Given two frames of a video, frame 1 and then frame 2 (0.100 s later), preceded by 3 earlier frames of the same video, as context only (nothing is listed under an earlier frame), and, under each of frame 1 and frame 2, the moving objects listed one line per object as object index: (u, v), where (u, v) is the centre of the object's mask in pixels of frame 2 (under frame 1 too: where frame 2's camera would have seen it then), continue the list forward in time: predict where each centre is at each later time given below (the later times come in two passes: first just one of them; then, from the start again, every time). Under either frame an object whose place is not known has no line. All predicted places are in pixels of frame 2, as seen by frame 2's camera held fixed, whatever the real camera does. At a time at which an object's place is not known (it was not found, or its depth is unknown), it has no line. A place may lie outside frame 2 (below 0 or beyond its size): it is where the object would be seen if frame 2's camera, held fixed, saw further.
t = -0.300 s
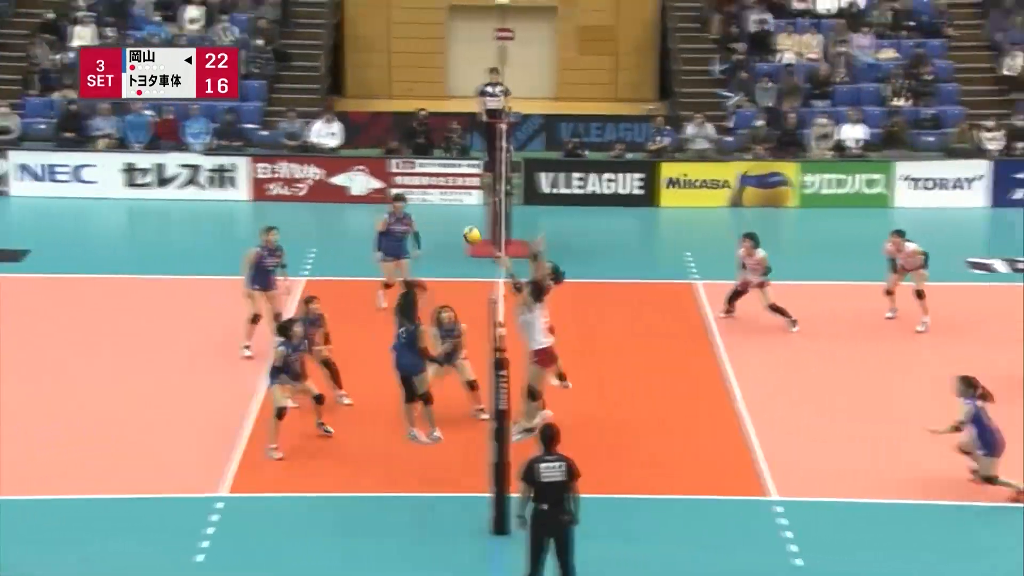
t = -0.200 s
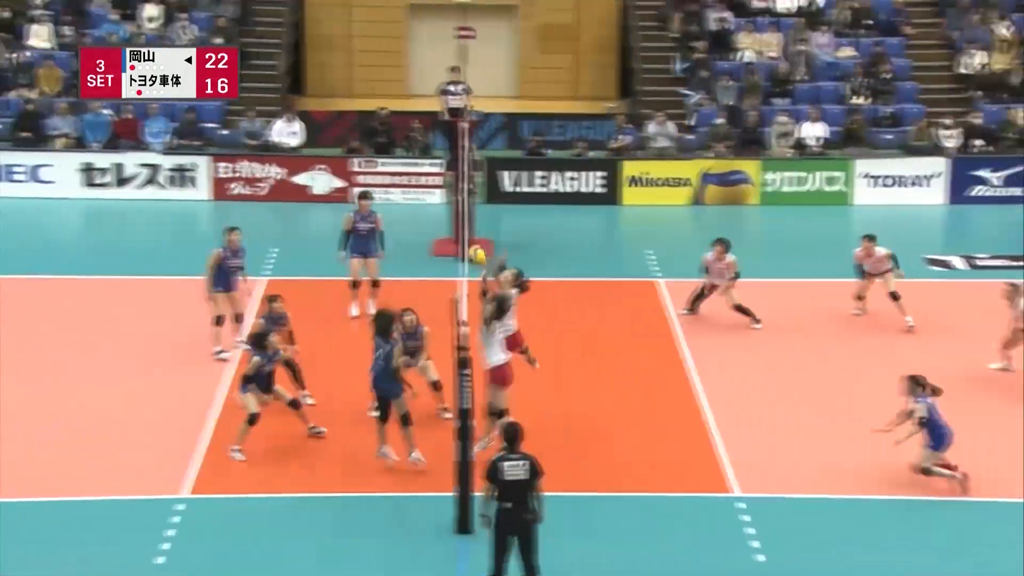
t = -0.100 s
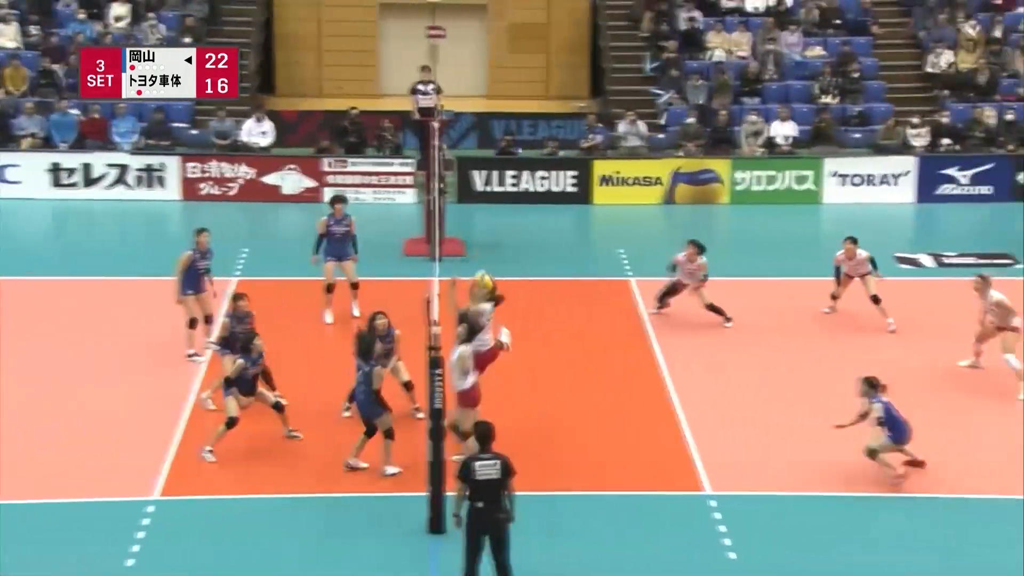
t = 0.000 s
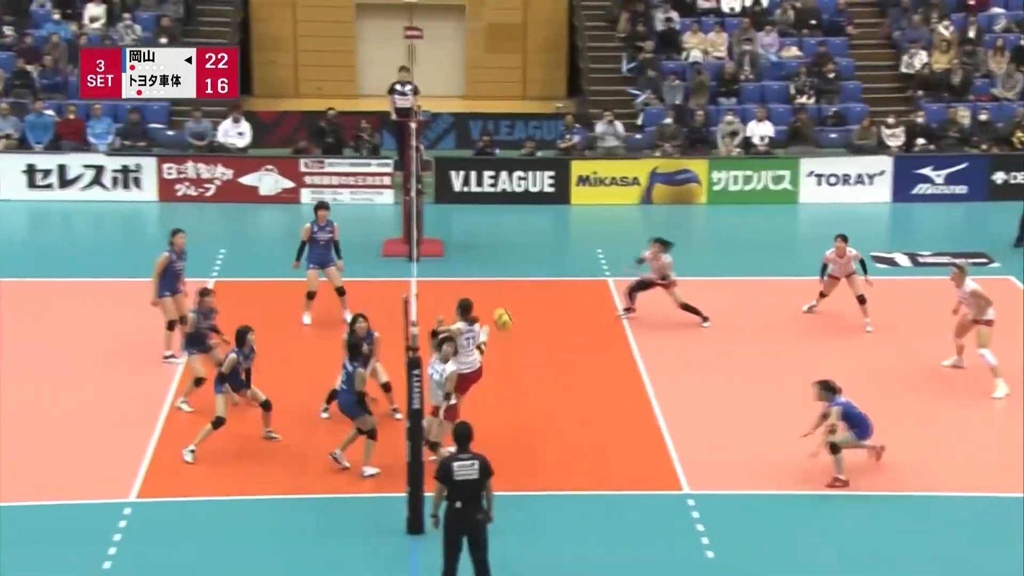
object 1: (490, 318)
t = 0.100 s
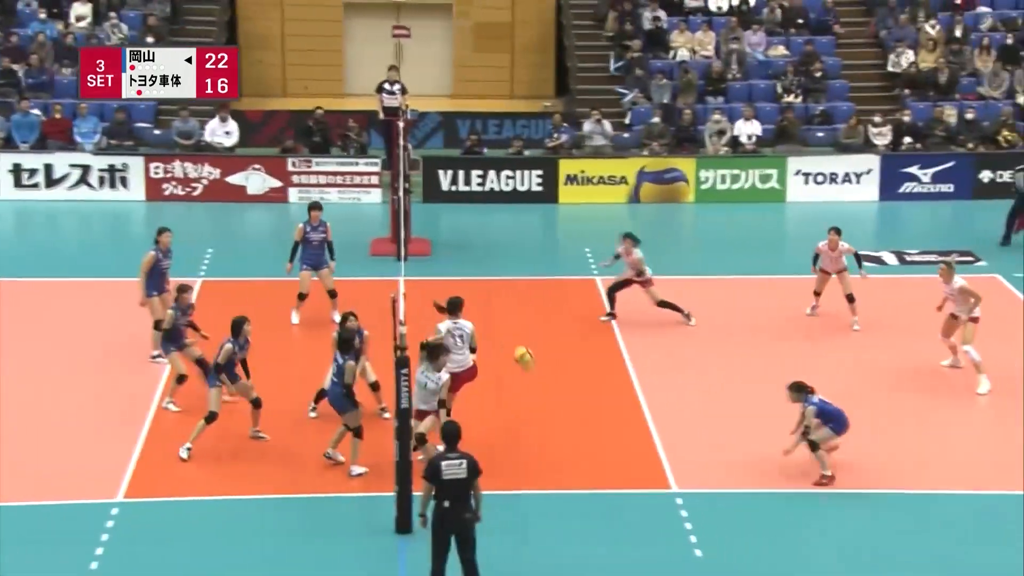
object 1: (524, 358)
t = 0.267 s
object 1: (582, 444)
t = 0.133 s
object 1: (534, 371)
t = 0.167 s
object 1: (548, 391)
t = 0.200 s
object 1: (559, 406)
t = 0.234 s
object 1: (570, 424)
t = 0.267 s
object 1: (582, 444)
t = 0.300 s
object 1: (593, 462)
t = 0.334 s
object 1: (602, 479)
